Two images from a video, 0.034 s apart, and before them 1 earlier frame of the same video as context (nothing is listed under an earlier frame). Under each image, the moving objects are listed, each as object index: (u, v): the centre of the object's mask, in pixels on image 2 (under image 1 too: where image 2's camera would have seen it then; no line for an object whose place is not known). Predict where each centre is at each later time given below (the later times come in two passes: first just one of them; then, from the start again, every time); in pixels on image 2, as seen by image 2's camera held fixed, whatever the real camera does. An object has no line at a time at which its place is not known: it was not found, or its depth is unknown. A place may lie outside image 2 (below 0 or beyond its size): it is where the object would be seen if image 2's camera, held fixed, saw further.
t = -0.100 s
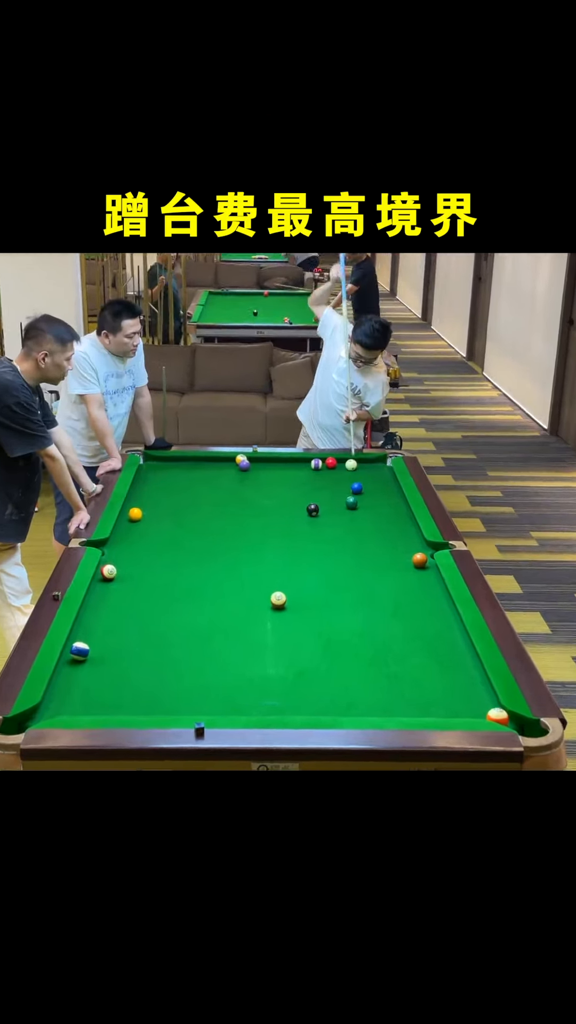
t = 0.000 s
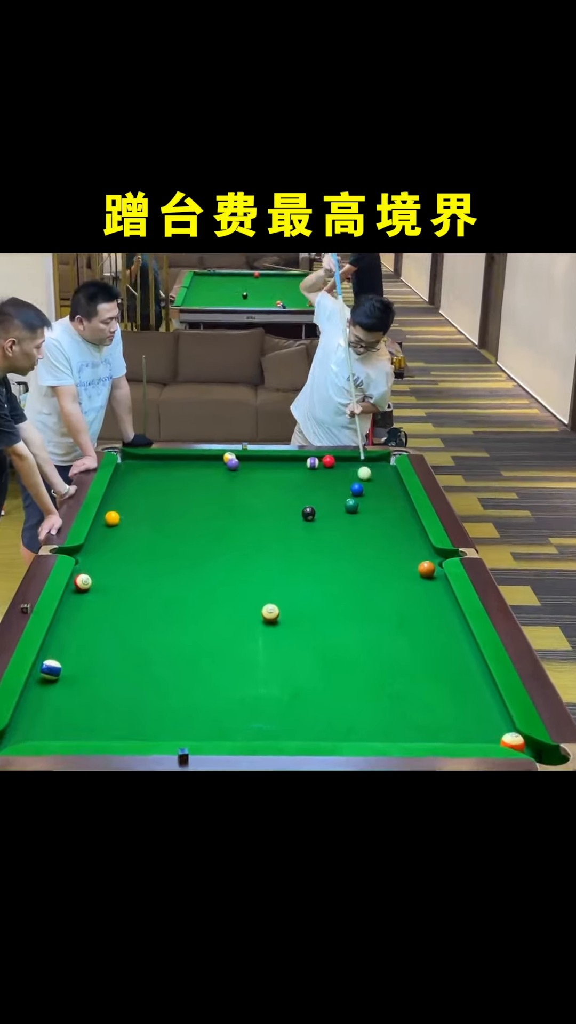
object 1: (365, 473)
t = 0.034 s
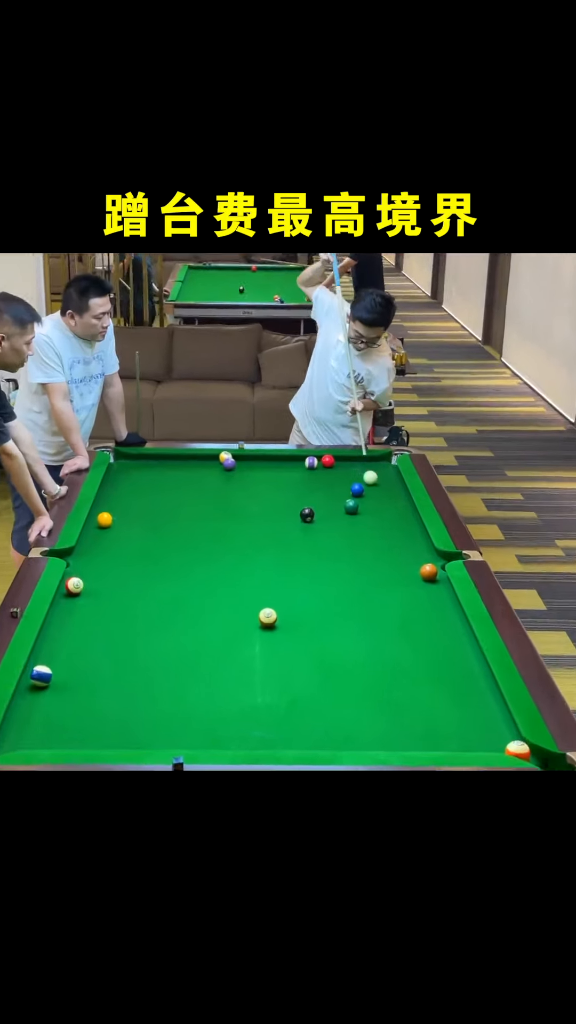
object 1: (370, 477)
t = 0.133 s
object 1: (388, 491)
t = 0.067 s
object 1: (376, 482)
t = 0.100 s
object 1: (383, 487)
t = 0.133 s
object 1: (388, 491)
